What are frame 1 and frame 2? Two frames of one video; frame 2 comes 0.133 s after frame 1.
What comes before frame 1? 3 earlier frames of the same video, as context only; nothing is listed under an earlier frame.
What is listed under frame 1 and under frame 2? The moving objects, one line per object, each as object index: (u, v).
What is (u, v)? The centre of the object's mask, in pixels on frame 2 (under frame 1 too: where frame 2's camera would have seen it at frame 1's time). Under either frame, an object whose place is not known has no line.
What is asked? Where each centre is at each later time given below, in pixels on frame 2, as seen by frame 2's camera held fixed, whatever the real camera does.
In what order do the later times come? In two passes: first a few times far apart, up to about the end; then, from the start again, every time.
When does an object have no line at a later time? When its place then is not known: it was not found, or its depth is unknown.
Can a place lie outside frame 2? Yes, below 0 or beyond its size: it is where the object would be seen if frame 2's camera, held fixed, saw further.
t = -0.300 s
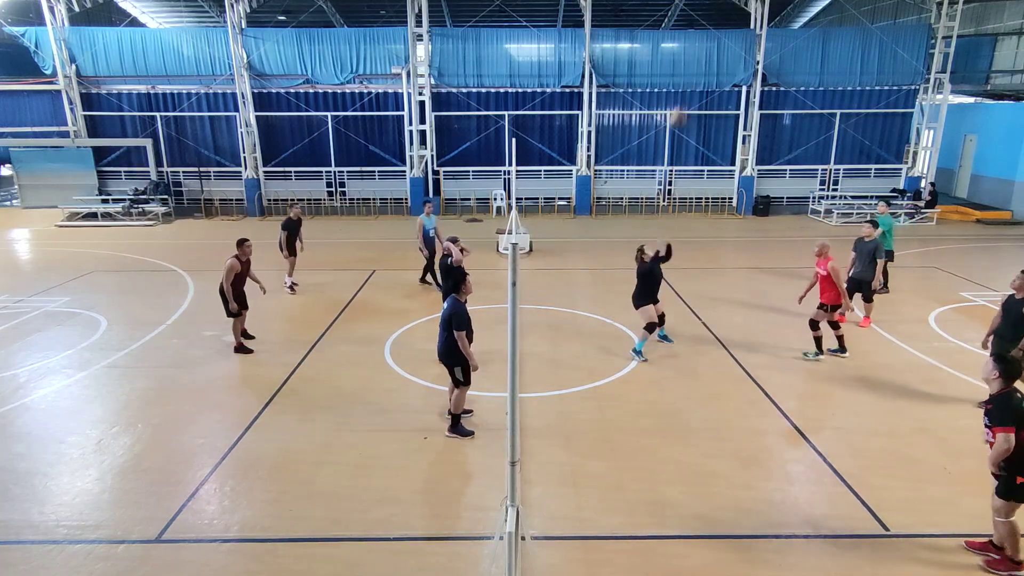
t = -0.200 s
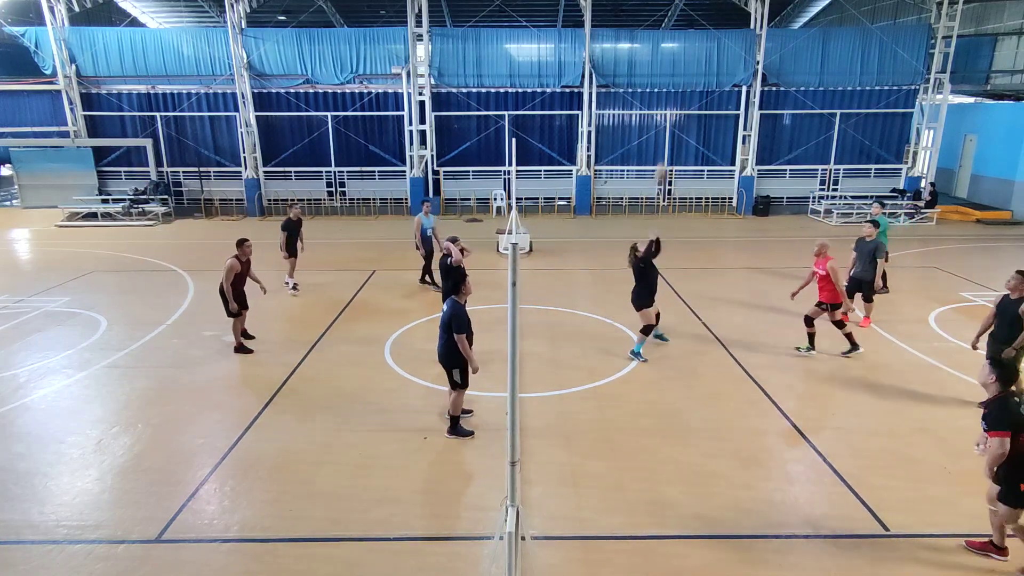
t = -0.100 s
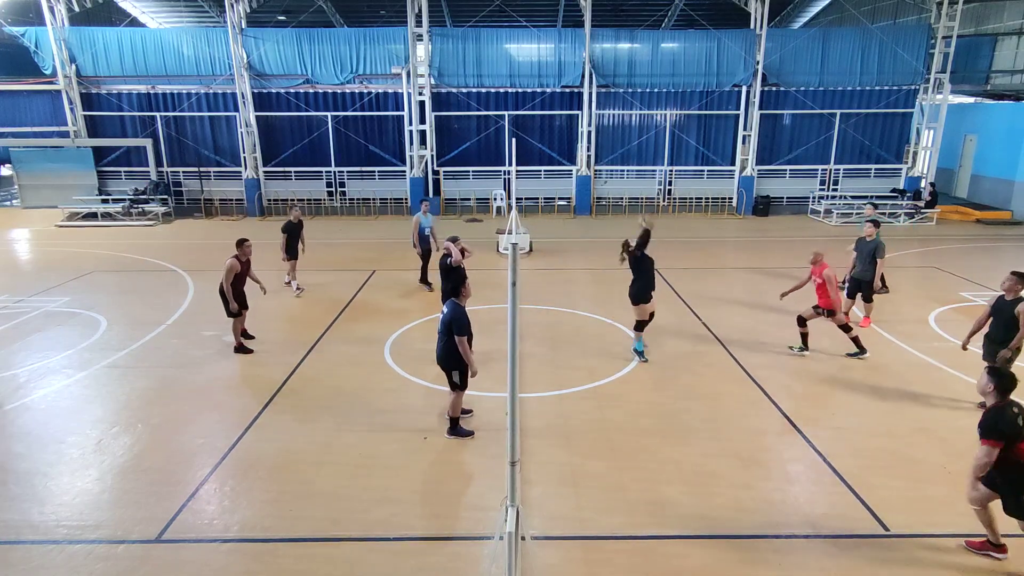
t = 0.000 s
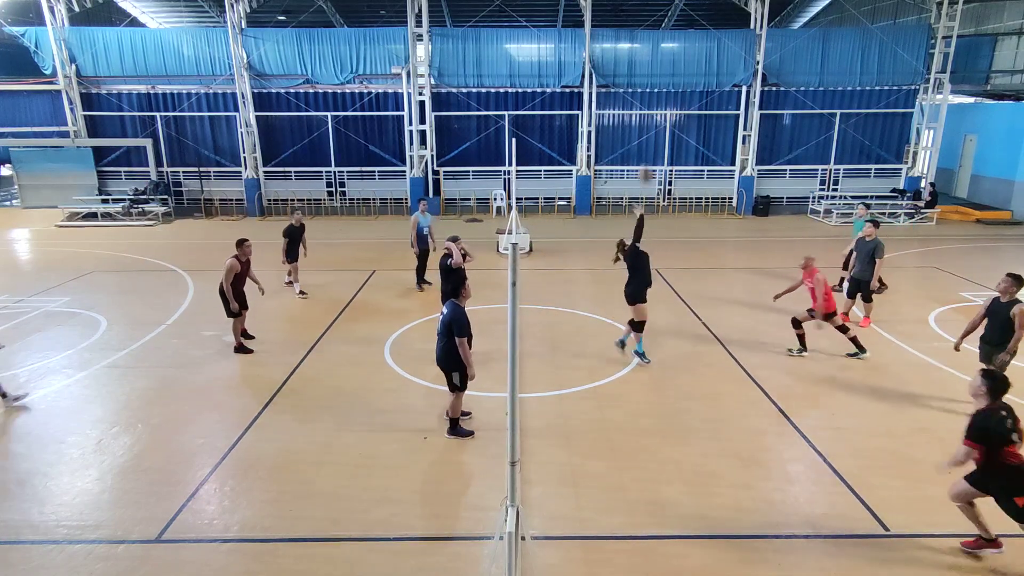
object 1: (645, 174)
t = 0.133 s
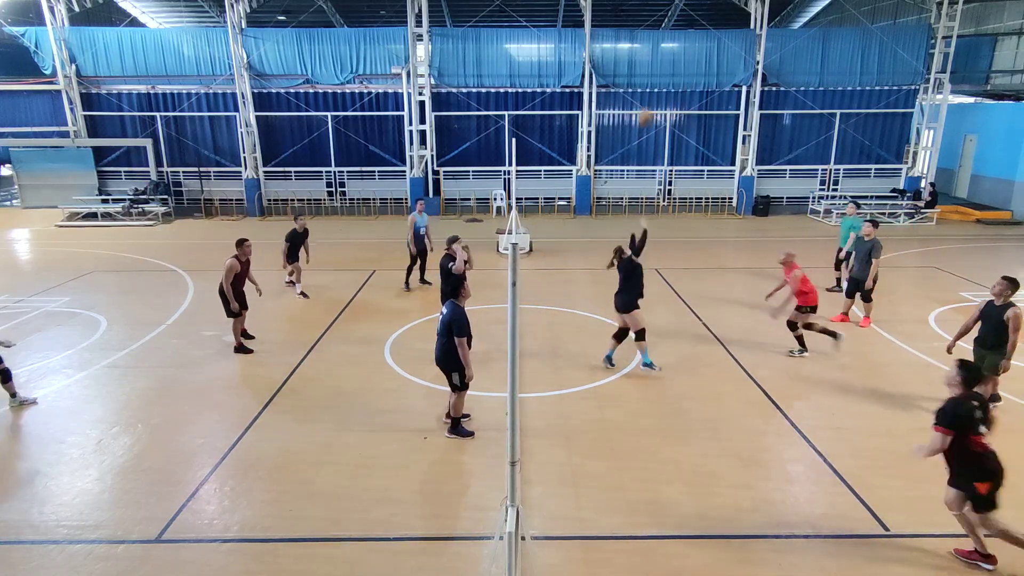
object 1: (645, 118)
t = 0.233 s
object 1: (645, 84)
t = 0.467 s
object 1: (644, 34)
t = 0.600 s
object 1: (642, 25)
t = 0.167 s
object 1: (645, 104)
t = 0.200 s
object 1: (645, 94)
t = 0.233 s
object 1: (645, 84)
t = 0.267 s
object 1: (644, 74)
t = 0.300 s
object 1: (644, 65)
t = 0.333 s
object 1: (645, 57)
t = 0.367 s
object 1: (645, 50)
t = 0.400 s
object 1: (645, 43)
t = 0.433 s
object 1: (644, 38)
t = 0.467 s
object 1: (644, 34)
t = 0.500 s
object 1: (644, 30)
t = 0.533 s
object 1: (643, 27)
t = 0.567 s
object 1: (643, 26)
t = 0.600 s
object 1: (642, 25)
